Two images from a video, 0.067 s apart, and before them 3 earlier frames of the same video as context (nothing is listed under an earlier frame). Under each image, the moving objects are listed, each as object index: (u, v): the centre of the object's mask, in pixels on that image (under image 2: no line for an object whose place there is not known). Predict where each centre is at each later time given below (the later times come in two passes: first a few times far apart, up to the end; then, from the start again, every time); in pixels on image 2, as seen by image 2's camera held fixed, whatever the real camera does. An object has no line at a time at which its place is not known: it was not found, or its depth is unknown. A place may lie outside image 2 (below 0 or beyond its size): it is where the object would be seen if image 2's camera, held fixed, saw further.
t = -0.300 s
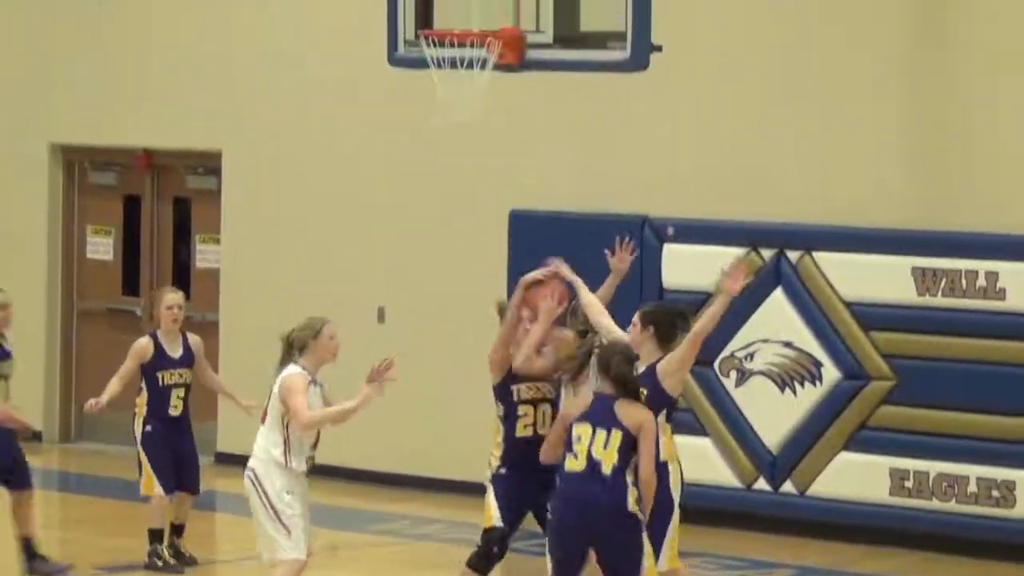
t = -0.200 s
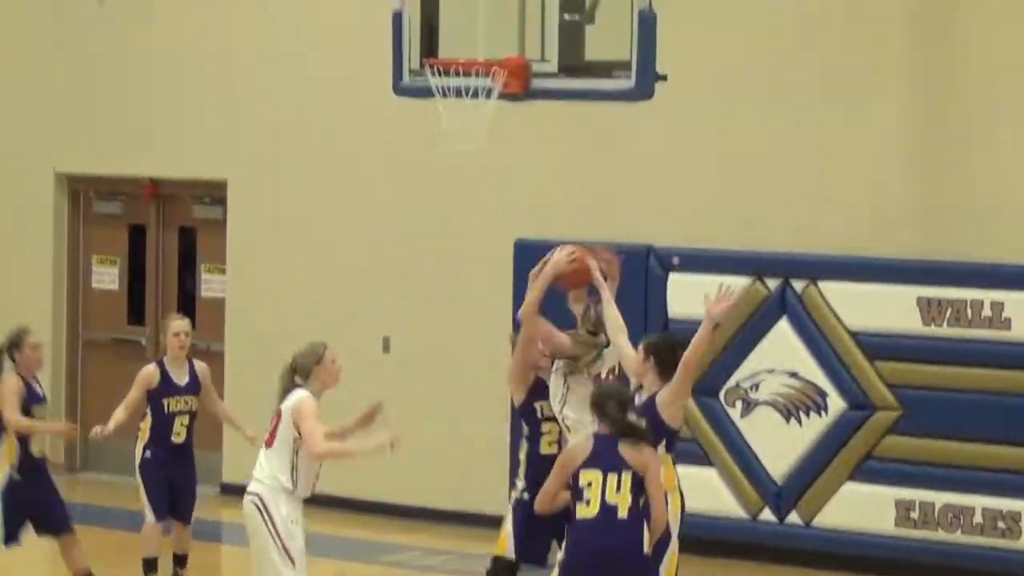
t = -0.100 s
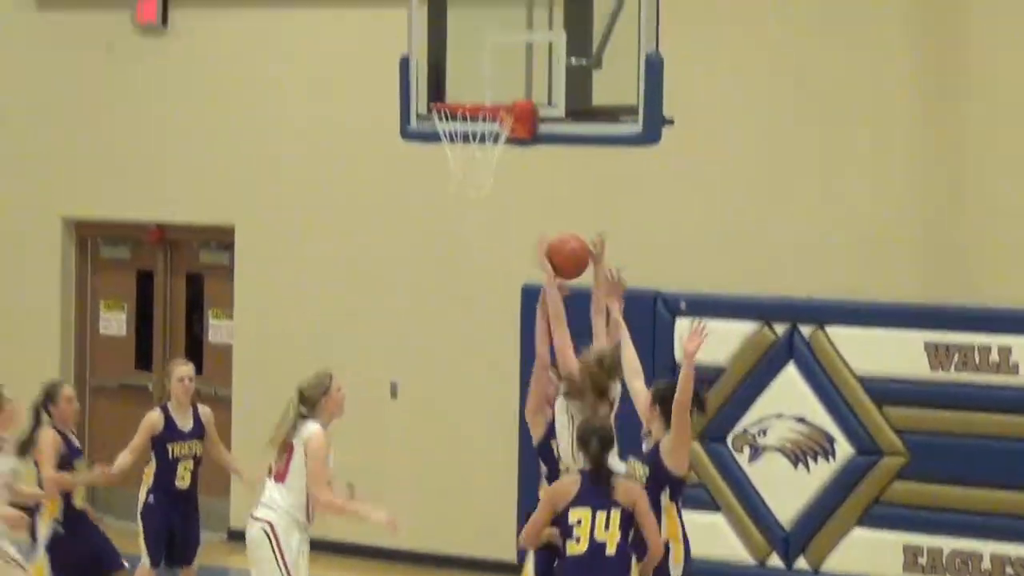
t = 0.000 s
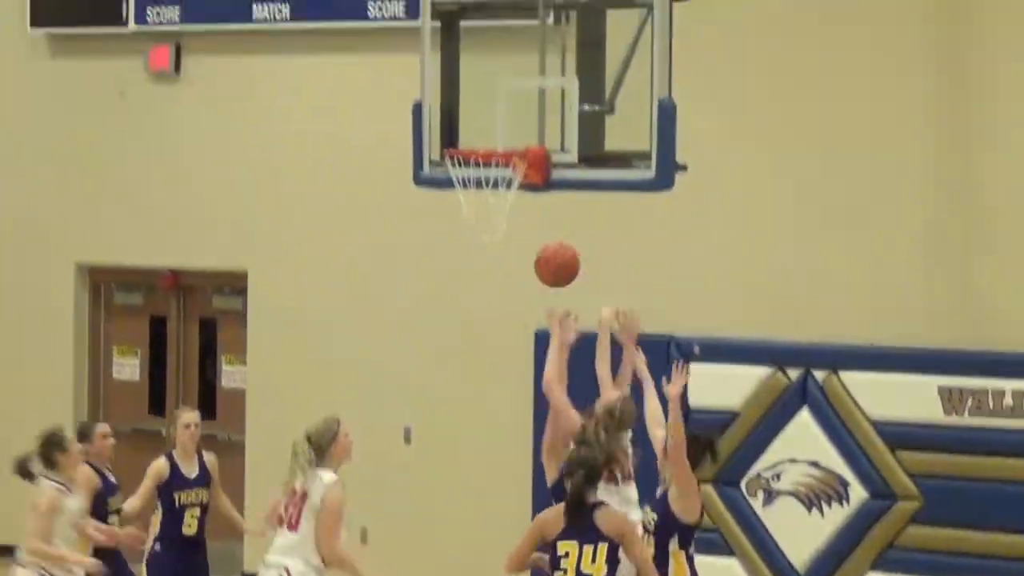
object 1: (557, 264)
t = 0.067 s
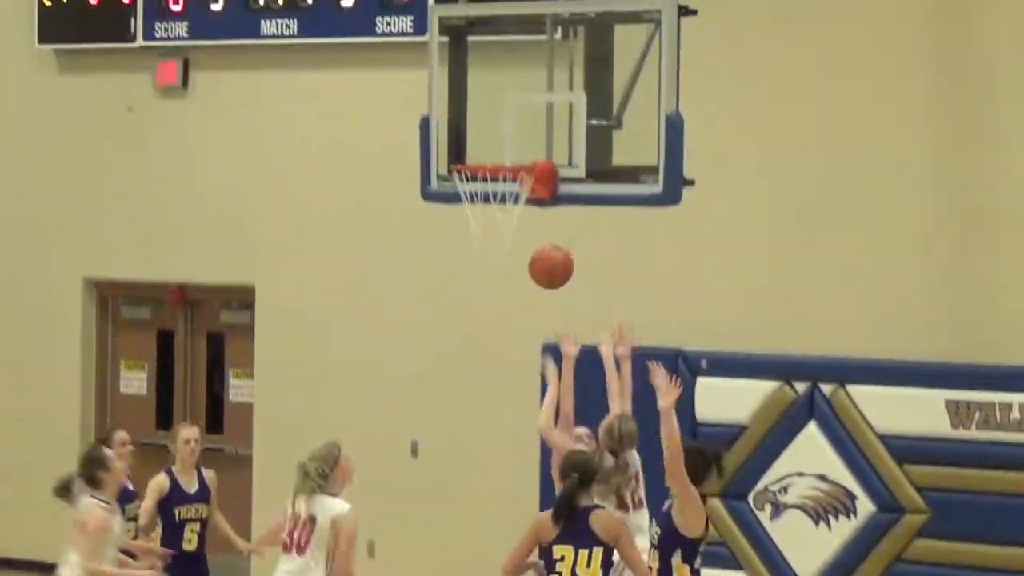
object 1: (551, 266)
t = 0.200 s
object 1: (524, 268)
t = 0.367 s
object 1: (490, 313)
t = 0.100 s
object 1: (544, 263)
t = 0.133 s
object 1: (537, 263)
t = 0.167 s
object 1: (531, 264)
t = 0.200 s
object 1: (524, 268)
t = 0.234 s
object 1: (517, 273)
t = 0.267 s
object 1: (510, 279)
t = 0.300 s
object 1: (503, 288)
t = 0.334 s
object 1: (497, 300)
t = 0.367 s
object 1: (490, 313)
